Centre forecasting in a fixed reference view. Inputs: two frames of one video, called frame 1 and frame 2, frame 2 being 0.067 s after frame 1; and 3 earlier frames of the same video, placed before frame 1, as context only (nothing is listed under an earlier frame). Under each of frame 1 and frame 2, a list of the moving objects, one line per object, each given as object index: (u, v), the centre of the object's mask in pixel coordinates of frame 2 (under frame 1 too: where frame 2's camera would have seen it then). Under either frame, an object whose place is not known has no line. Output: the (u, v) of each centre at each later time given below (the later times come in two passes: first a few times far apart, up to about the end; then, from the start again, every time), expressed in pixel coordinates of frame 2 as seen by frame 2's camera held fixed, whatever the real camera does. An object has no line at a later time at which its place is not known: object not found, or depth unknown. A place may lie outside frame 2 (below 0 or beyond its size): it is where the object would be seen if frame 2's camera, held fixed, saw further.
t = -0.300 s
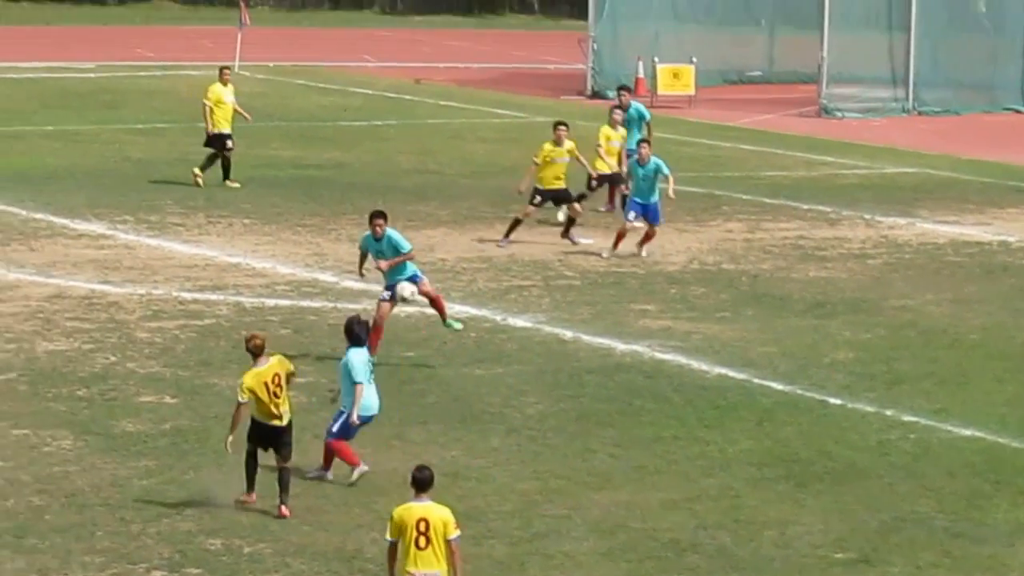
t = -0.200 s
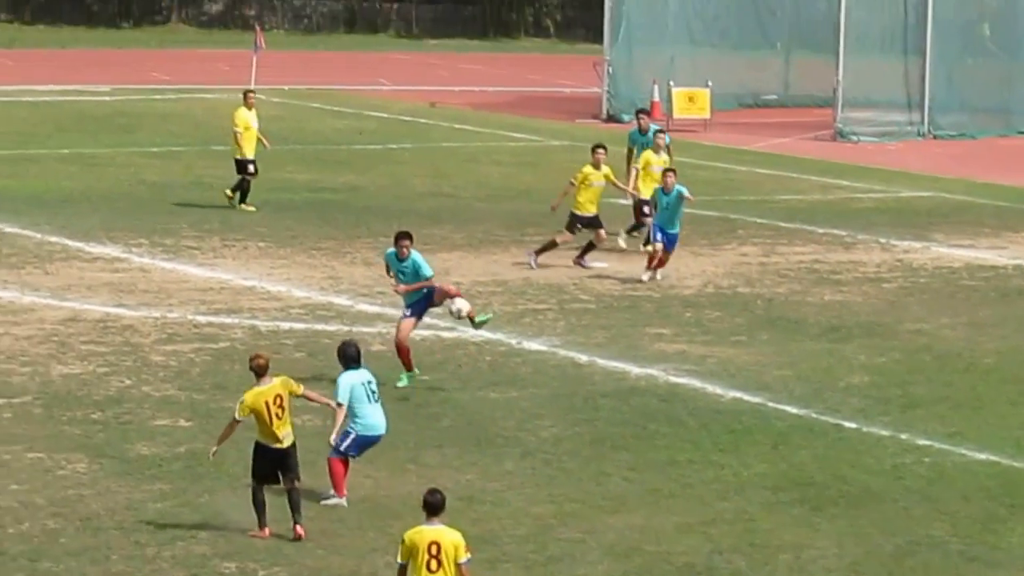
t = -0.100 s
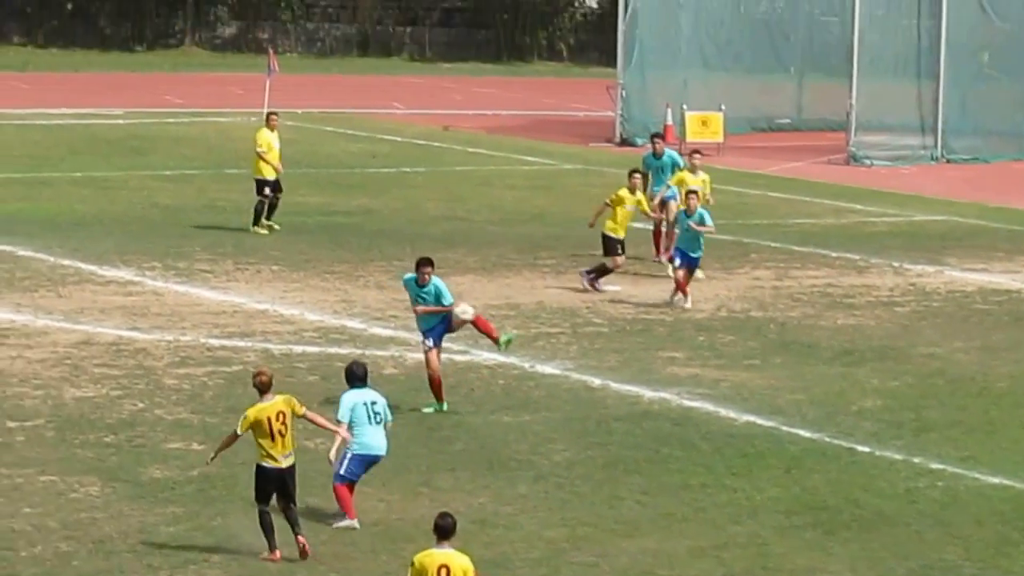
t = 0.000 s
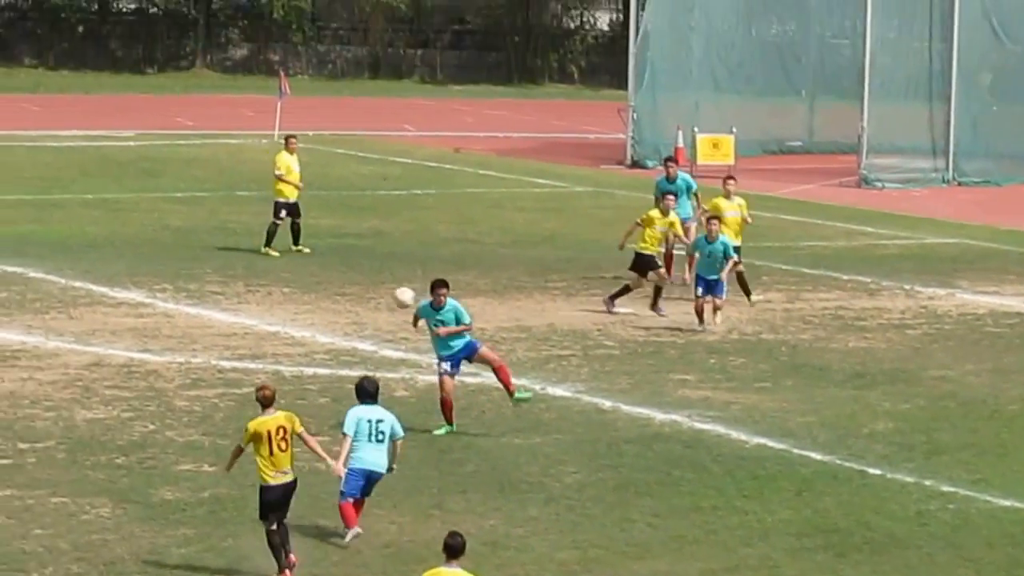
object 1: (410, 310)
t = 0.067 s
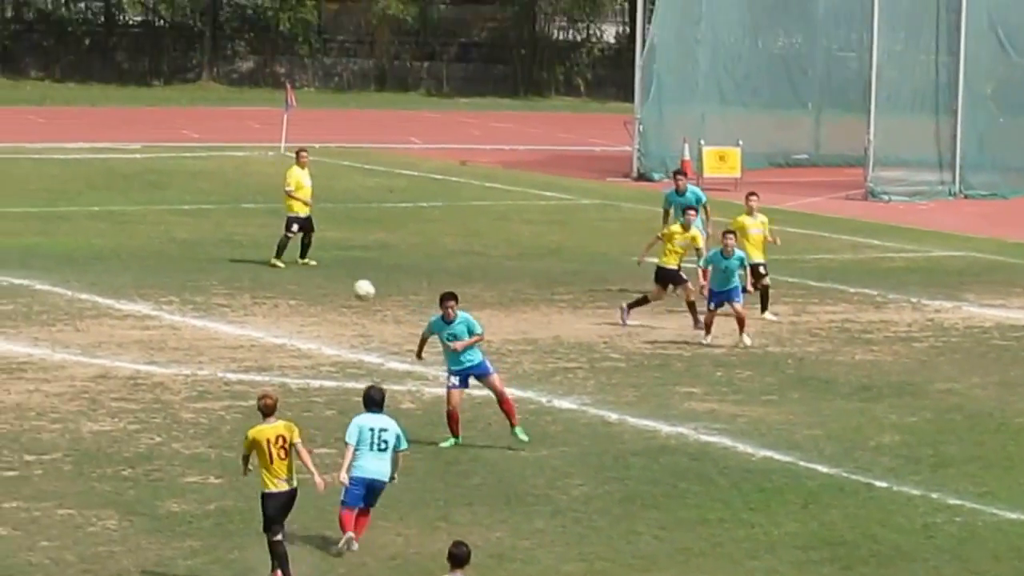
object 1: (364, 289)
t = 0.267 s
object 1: (224, 255)
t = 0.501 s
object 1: (58, 263)
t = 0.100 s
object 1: (341, 281)
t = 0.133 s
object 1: (317, 273)
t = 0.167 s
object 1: (295, 267)
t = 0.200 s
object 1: (271, 263)
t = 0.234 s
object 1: (248, 258)
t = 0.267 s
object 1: (224, 255)
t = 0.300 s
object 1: (200, 254)
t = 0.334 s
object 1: (176, 253)
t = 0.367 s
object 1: (152, 253)
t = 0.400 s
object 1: (129, 253)
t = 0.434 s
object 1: (106, 256)
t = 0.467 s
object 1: (82, 258)
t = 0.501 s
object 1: (58, 263)
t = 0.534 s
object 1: (34, 269)
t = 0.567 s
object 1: (8, 275)
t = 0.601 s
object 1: (-17, 282)
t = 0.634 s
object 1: (-41, 290)
